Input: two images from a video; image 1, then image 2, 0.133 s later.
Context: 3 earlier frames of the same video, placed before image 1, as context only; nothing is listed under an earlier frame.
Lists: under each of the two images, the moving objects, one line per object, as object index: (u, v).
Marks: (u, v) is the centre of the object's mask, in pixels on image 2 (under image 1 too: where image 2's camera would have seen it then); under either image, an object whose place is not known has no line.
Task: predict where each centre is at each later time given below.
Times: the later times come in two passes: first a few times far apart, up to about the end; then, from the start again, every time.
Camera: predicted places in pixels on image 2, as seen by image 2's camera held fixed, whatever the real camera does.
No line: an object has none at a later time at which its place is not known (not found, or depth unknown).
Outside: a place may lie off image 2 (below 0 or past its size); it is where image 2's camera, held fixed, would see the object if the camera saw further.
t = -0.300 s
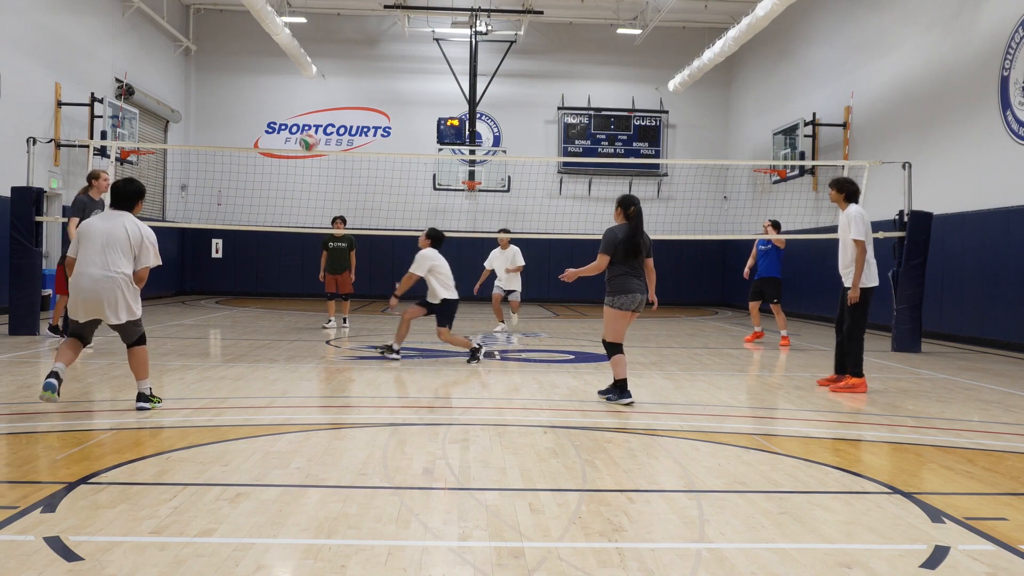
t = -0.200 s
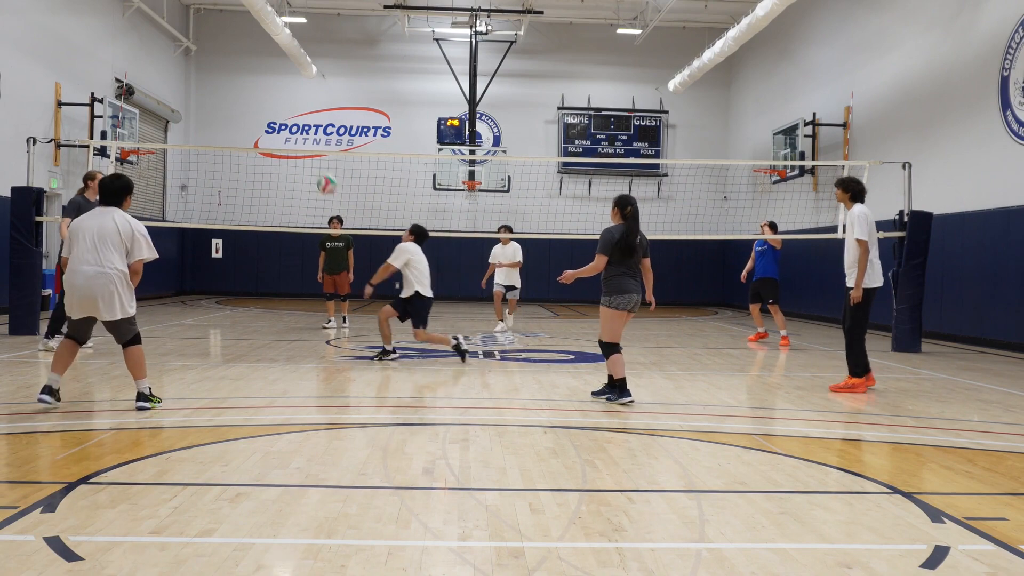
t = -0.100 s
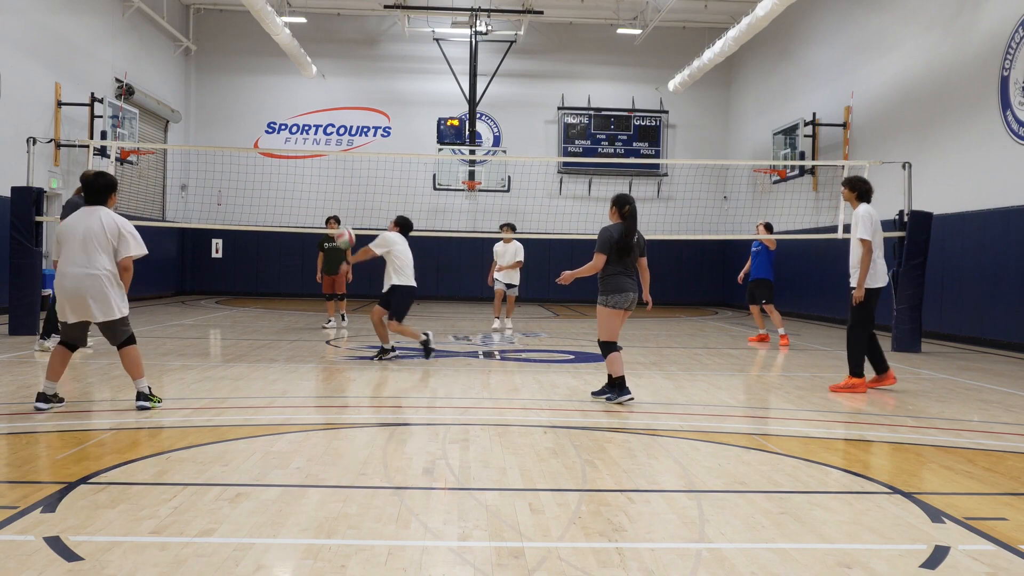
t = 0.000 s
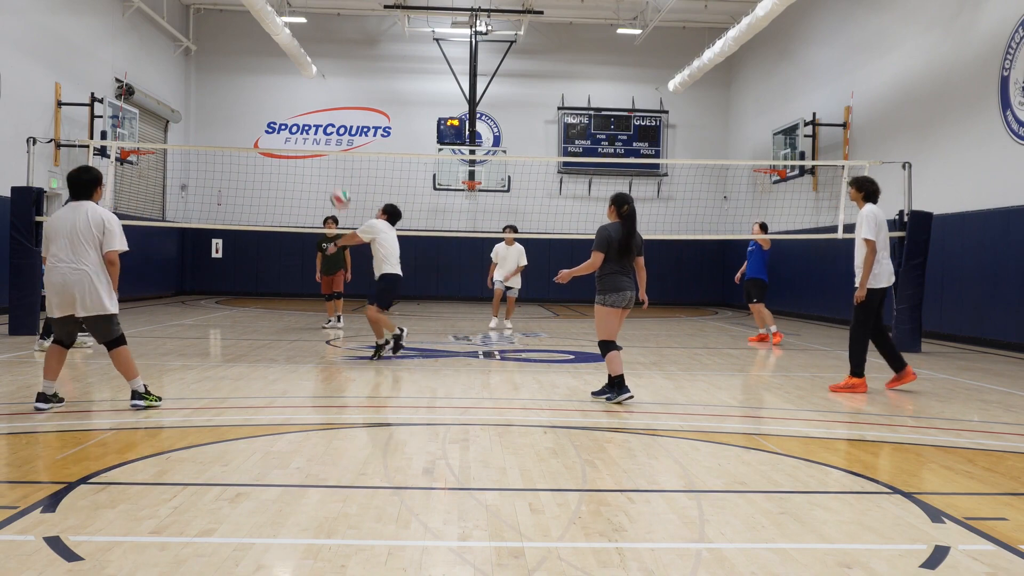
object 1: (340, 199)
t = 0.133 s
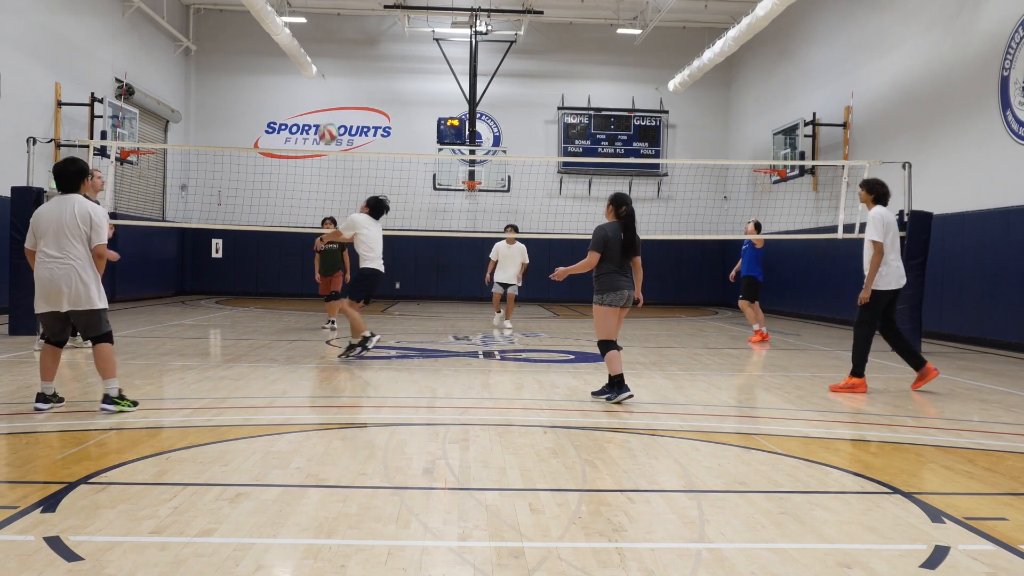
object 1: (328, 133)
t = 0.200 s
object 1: (322, 108)
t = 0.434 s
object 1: (300, 47)
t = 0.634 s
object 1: (281, 37)
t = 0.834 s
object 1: (262, 66)
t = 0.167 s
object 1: (324, 119)
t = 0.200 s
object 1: (322, 108)
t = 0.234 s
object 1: (319, 95)
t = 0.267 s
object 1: (315, 85)
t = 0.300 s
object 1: (313, 75)
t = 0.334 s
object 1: (310, 67)
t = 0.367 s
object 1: (307, 59)
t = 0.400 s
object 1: (304, 53)
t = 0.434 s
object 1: (300, 47)
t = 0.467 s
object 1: (297, 43)
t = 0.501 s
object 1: (294, 40)
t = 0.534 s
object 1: (291, 37)
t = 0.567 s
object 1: (288, 37)
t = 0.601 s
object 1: (285, 36)
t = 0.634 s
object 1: (281, 37)
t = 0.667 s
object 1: (278, 40)
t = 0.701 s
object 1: (274, 43)
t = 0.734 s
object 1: (271, 47)
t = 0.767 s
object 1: (268, 52)
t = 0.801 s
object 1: (265, 58)
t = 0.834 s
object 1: (262, 66)
